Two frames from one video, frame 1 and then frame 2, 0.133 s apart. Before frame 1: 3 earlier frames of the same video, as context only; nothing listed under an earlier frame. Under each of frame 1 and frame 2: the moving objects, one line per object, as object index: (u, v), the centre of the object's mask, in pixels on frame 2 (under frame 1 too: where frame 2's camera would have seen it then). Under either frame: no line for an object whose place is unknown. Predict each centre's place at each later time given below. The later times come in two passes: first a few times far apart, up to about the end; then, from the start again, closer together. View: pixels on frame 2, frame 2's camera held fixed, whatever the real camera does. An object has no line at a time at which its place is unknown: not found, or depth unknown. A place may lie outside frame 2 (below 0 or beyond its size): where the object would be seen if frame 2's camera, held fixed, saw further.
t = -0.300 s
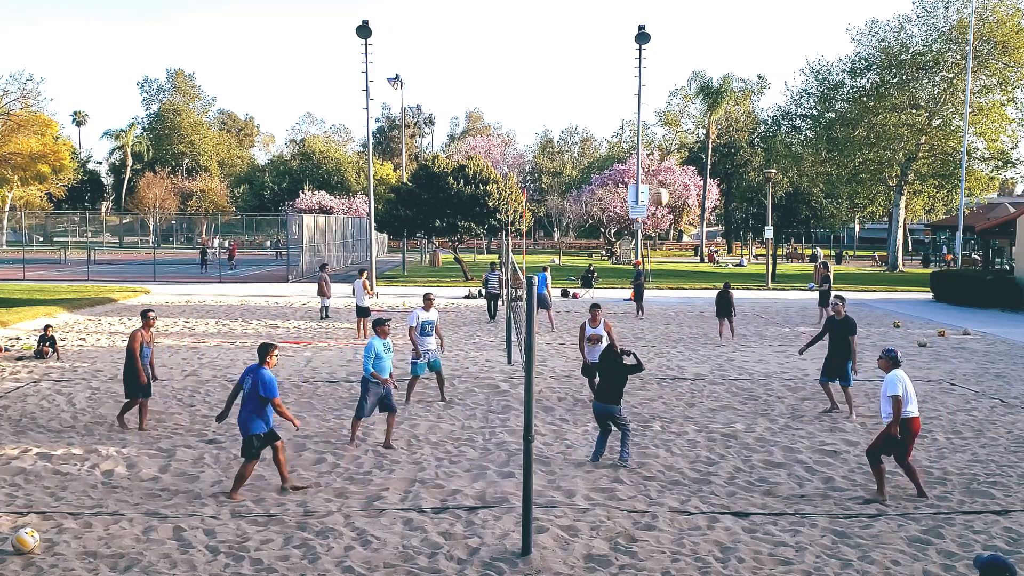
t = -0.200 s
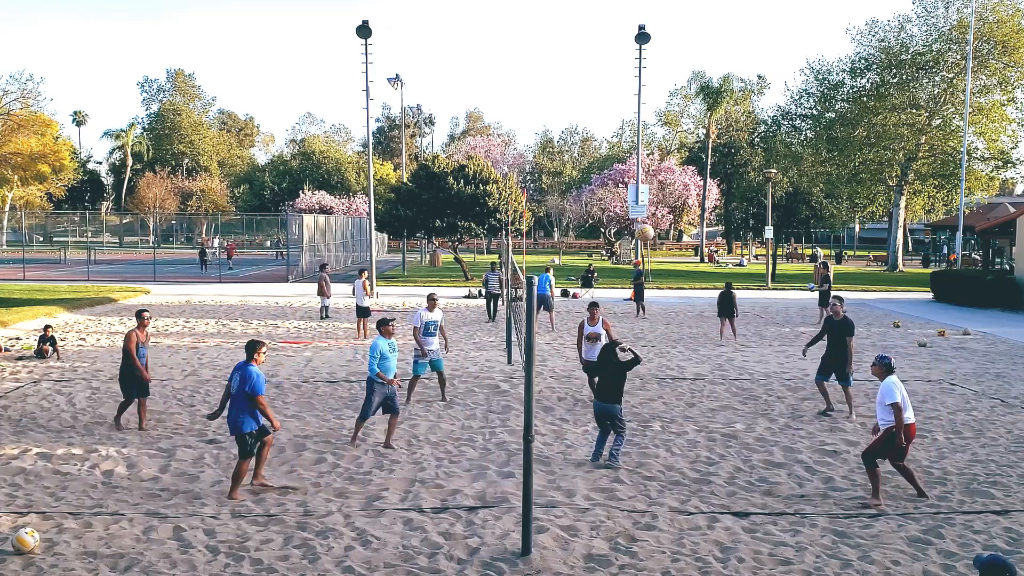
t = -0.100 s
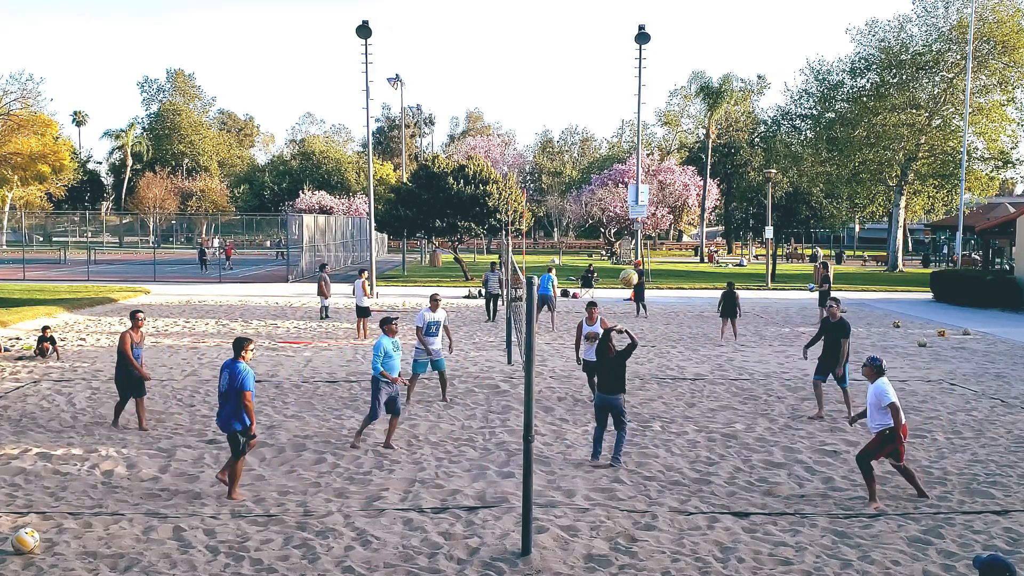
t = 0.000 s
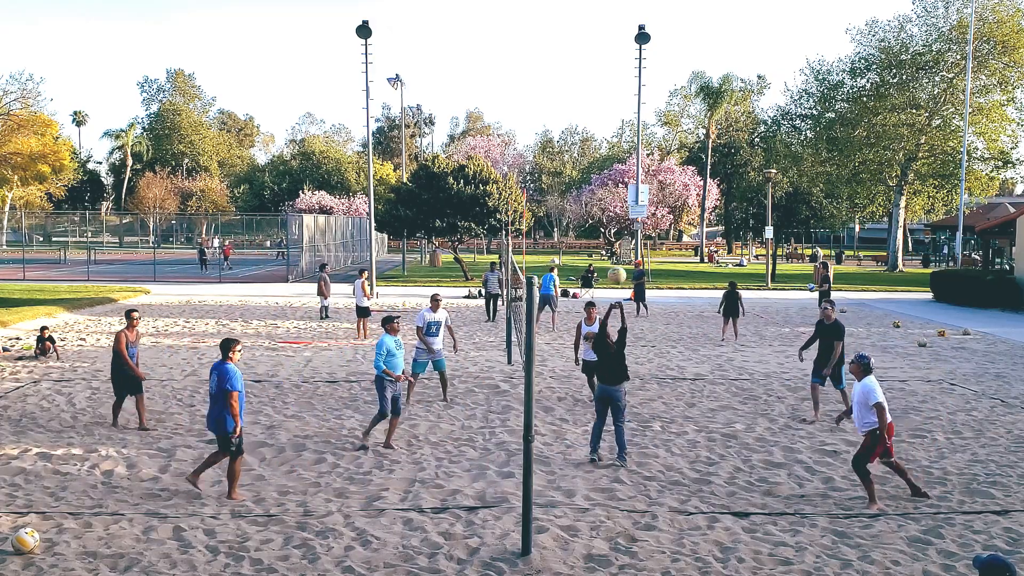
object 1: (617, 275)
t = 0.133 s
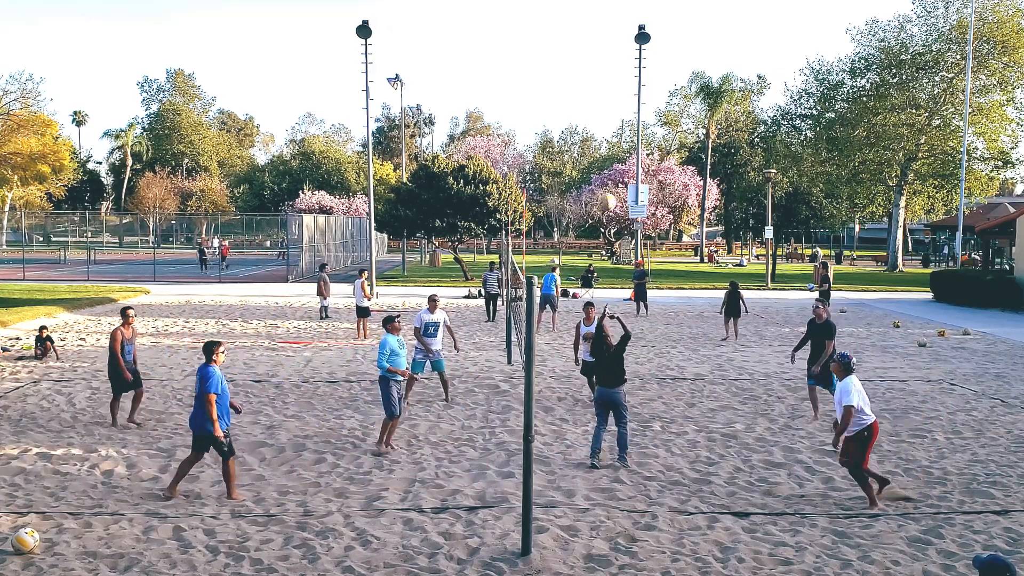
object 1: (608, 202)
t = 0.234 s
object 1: (602, 159)
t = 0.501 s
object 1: (580, 88)
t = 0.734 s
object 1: (566, 76)
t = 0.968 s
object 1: (553, 105)
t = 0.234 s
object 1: (602, 159)
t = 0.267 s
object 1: (596, 147)
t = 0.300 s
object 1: (594, 136)
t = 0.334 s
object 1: (591, 125)
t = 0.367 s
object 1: (590, 115)
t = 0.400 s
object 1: (587, 107)
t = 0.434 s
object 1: (585, 100)
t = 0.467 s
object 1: (582, 94)
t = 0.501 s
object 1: (580, 88)
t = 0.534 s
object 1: (578, 84)
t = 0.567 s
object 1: (576, 80)
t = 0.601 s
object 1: (574, 78)
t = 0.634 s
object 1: (572, 76)
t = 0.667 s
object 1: (570, 75)
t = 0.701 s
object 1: (568, 75)
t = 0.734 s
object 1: (566, 76)
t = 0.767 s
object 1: (564, 78)
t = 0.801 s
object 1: (562, 80)
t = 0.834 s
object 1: (560, 84)
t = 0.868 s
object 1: (559, 88)
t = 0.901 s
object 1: (557, 93)
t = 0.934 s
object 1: (555, 98)
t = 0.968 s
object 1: (553, 105)
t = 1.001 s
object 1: (552, 112)
